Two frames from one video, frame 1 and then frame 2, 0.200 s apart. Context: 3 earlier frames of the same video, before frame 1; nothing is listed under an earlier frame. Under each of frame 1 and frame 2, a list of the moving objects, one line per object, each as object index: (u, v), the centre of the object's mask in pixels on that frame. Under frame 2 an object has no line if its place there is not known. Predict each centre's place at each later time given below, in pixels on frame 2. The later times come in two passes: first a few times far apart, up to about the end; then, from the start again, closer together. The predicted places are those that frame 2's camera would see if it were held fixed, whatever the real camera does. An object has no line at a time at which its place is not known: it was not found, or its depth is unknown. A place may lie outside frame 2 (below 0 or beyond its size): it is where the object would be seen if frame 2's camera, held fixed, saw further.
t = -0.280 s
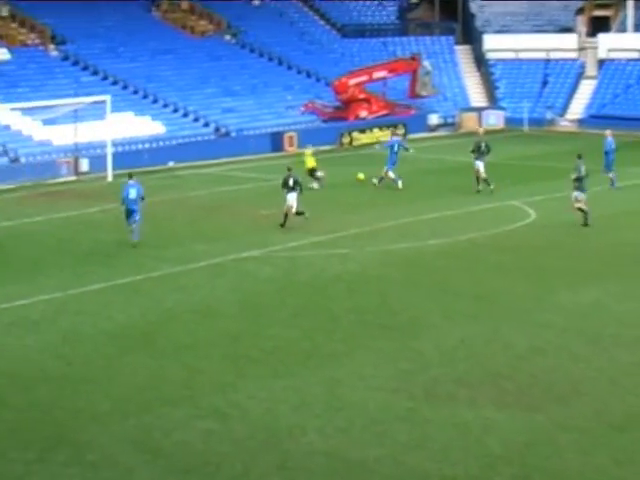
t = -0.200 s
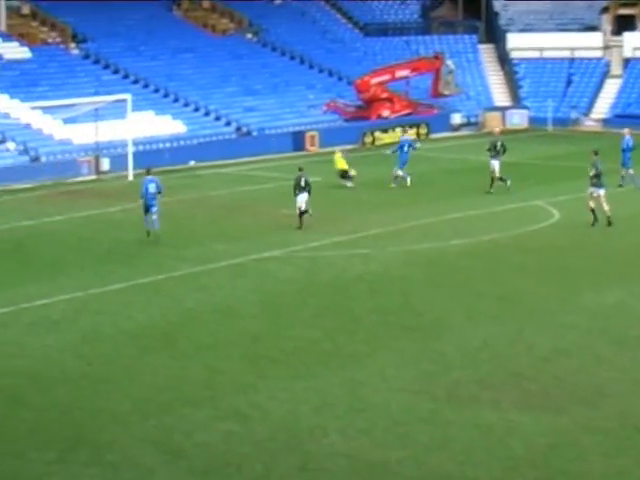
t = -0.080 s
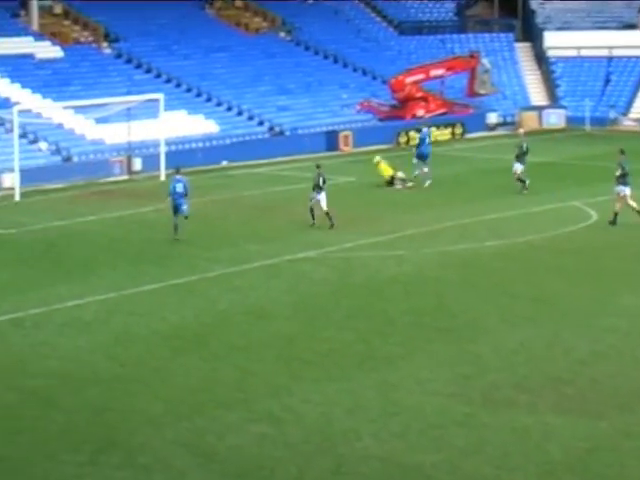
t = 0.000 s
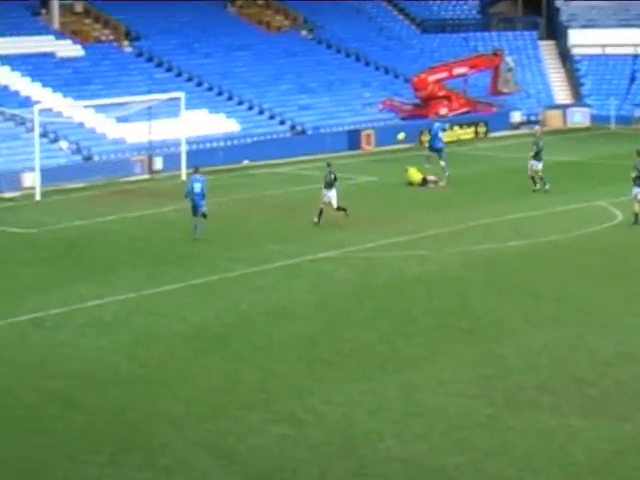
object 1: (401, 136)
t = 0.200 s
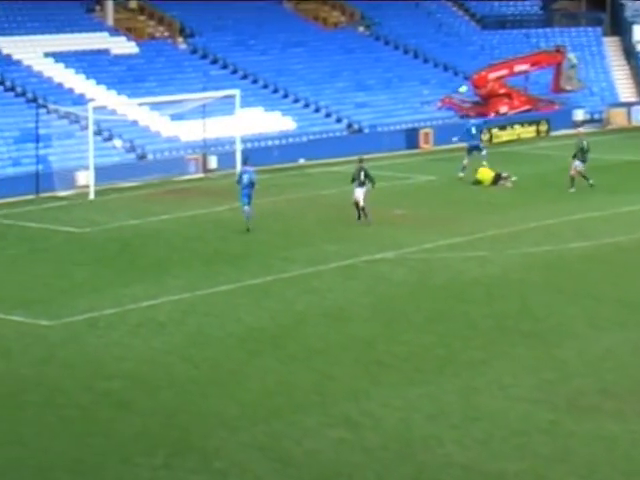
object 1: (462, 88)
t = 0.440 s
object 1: (467, 53)
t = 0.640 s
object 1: (471, 44)
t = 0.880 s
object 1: (468, 51)
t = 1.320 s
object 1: (461, 111)
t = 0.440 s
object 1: (467, 53)
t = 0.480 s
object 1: (467, 50)
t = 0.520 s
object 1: (467, 48)
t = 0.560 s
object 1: (467, 46)
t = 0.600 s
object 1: (469, 45)
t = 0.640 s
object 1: (471, 44)
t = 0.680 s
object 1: (470, 44)
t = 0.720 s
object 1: (469, 45)
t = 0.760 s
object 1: (469, 44)
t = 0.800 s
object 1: (469, 46)
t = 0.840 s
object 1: (468, 47)
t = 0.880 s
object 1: (468, 51)
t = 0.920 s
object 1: (467, 53)
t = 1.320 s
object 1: (461, 111)
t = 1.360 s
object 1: (459, 118)
